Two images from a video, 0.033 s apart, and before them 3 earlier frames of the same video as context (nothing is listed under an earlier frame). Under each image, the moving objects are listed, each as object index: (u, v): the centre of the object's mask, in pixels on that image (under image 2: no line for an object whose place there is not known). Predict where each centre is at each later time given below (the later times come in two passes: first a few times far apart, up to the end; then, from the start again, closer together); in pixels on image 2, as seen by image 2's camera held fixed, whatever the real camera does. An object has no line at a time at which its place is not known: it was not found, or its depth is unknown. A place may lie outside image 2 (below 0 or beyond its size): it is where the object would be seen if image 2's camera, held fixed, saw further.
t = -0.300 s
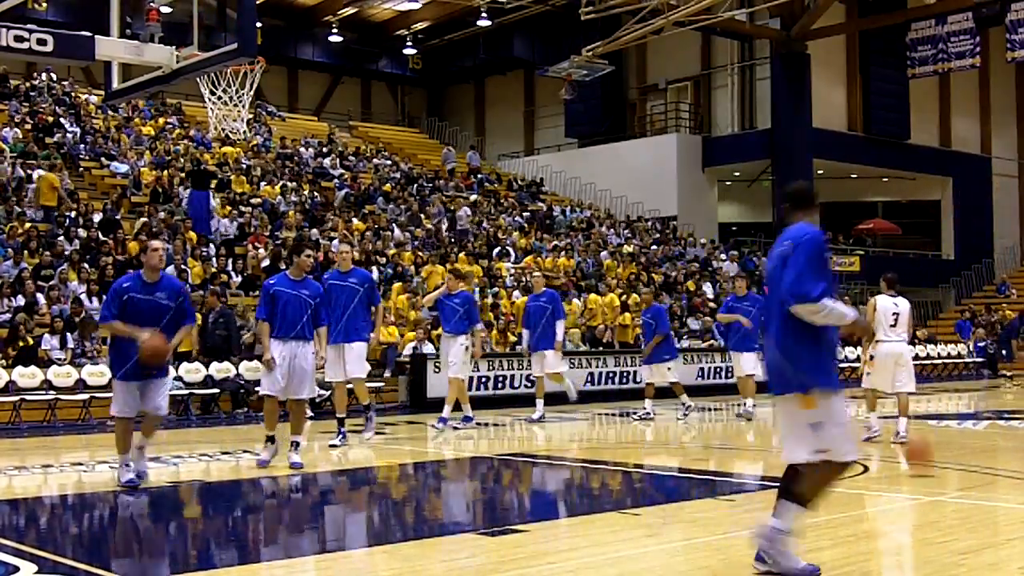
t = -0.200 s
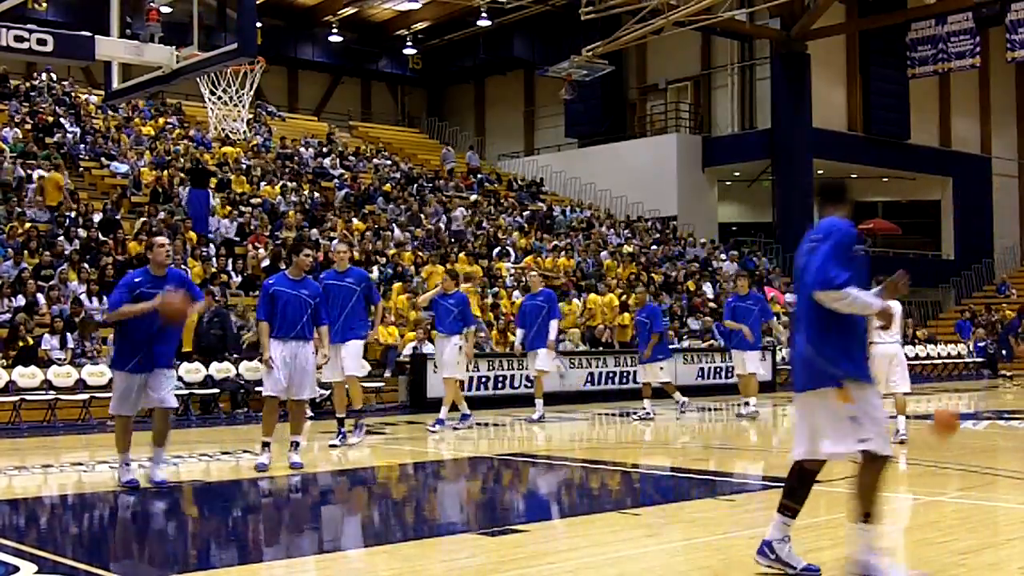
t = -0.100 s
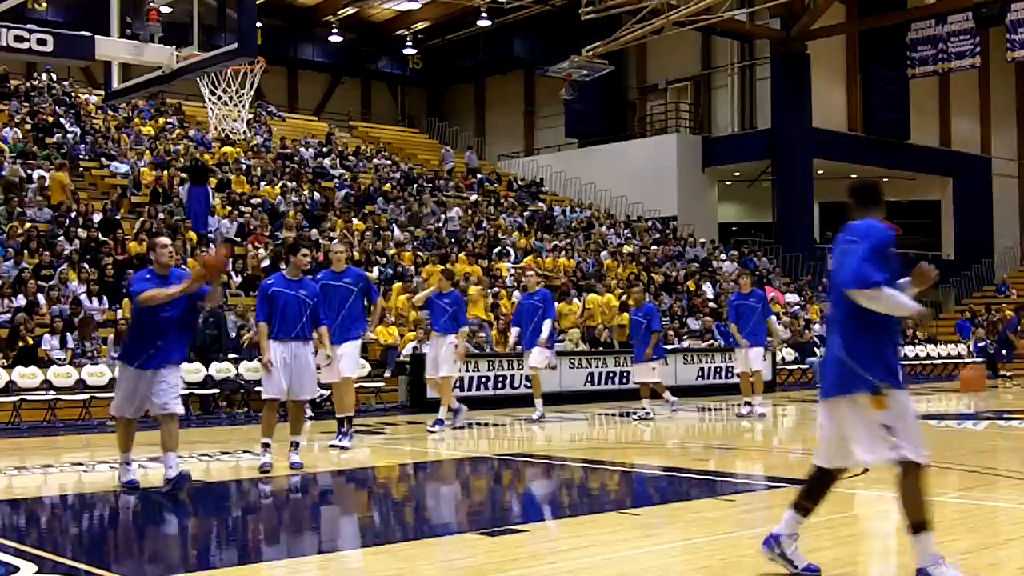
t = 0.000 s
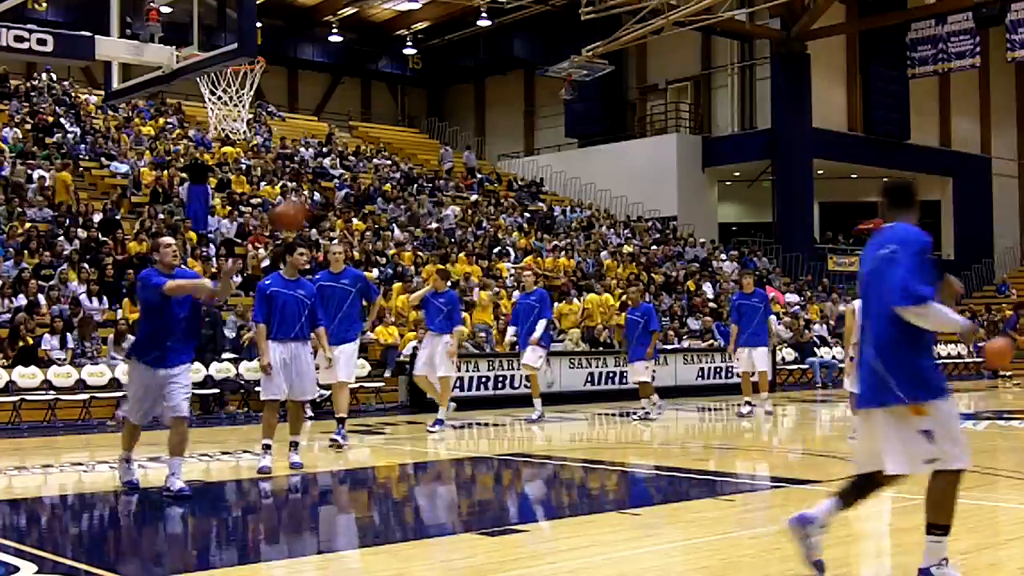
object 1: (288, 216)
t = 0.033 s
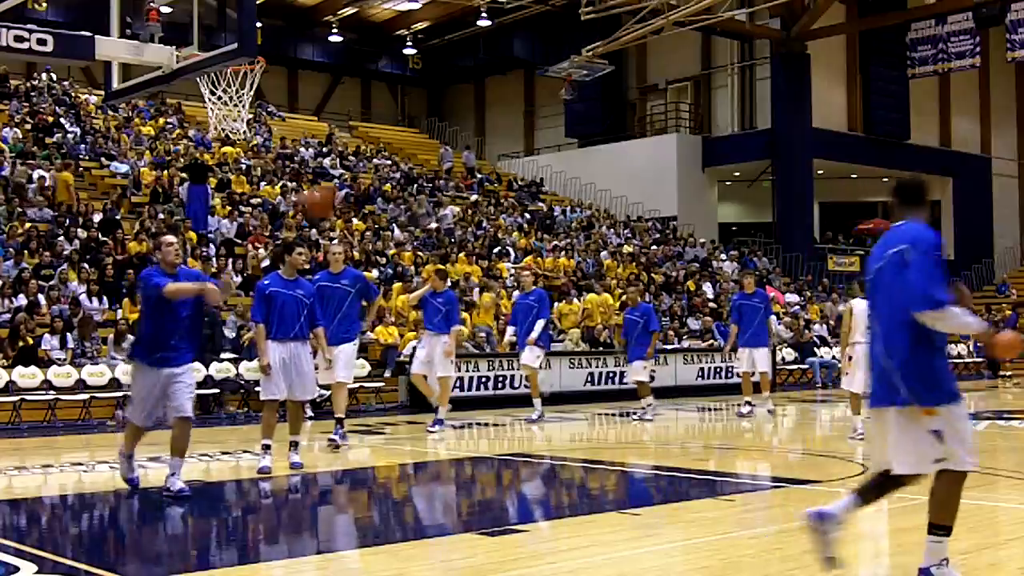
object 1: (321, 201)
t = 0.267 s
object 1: (534, 135)
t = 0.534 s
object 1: (880, 147)
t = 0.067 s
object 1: (344, 191)
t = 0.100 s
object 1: (369, 182)
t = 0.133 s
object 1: (404, 167)
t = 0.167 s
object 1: (433, 158)
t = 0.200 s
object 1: (470, 148)
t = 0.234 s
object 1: (501, 142)
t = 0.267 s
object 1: (534, 135)
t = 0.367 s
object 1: (643, 123)
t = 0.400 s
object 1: (693, 127)
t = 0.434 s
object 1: (733, 131)
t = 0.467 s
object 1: (783, 135)
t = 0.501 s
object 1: (829, 139)
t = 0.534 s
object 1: (880, 147)
